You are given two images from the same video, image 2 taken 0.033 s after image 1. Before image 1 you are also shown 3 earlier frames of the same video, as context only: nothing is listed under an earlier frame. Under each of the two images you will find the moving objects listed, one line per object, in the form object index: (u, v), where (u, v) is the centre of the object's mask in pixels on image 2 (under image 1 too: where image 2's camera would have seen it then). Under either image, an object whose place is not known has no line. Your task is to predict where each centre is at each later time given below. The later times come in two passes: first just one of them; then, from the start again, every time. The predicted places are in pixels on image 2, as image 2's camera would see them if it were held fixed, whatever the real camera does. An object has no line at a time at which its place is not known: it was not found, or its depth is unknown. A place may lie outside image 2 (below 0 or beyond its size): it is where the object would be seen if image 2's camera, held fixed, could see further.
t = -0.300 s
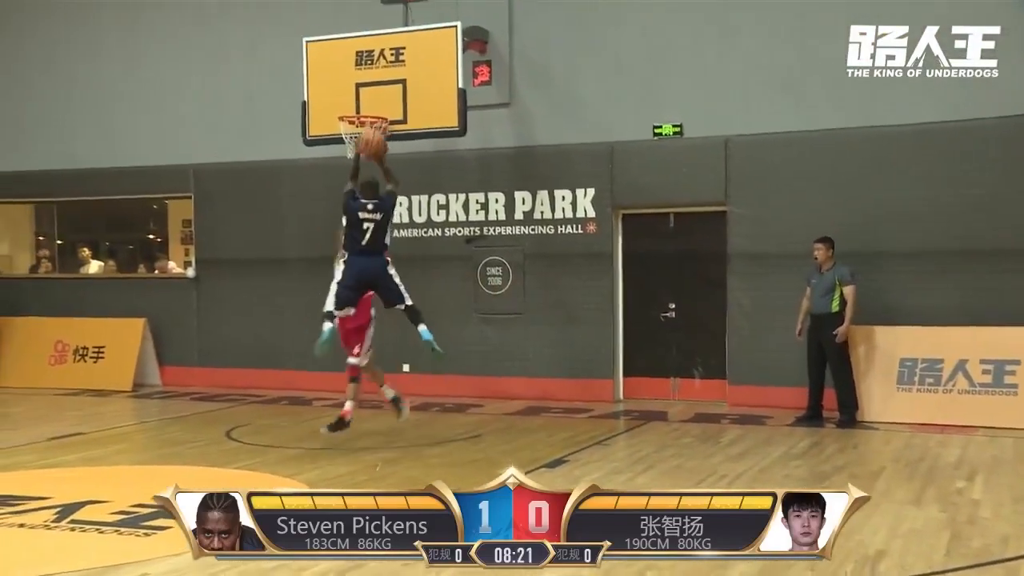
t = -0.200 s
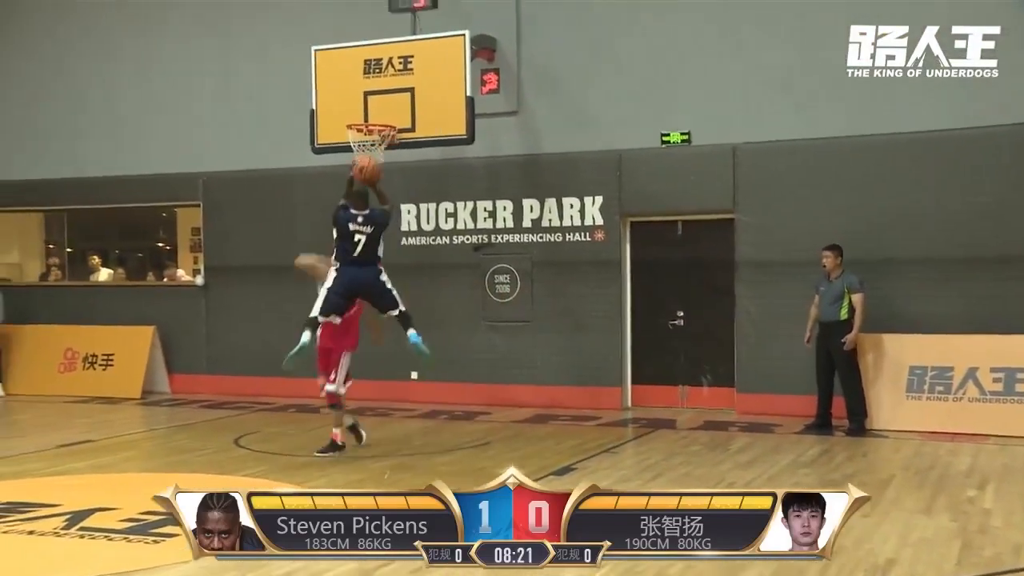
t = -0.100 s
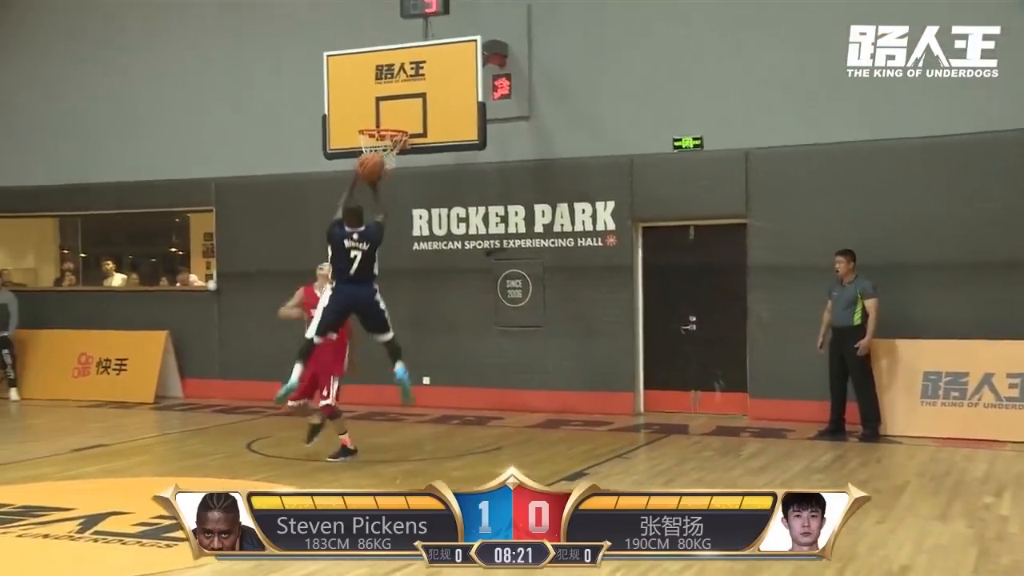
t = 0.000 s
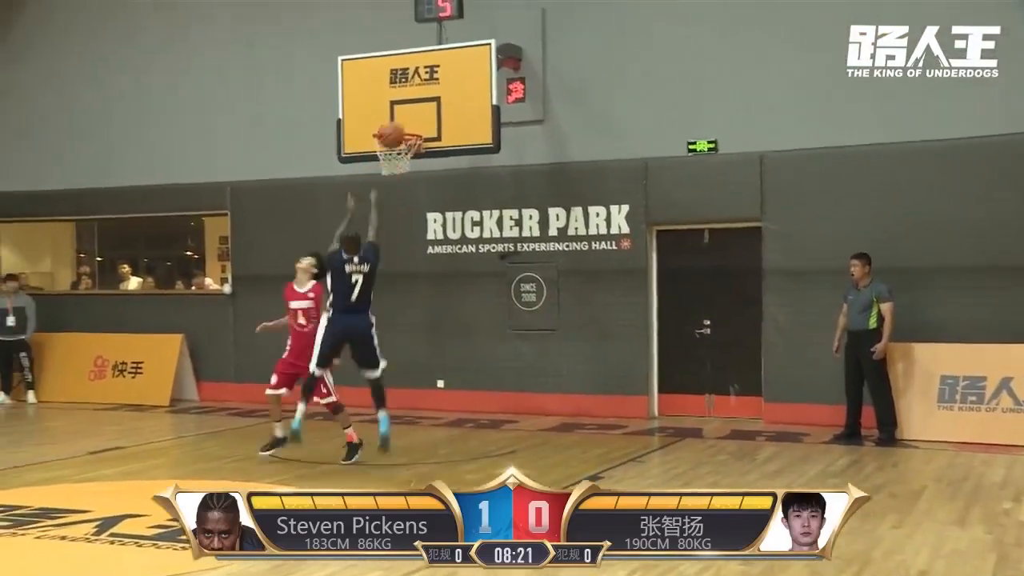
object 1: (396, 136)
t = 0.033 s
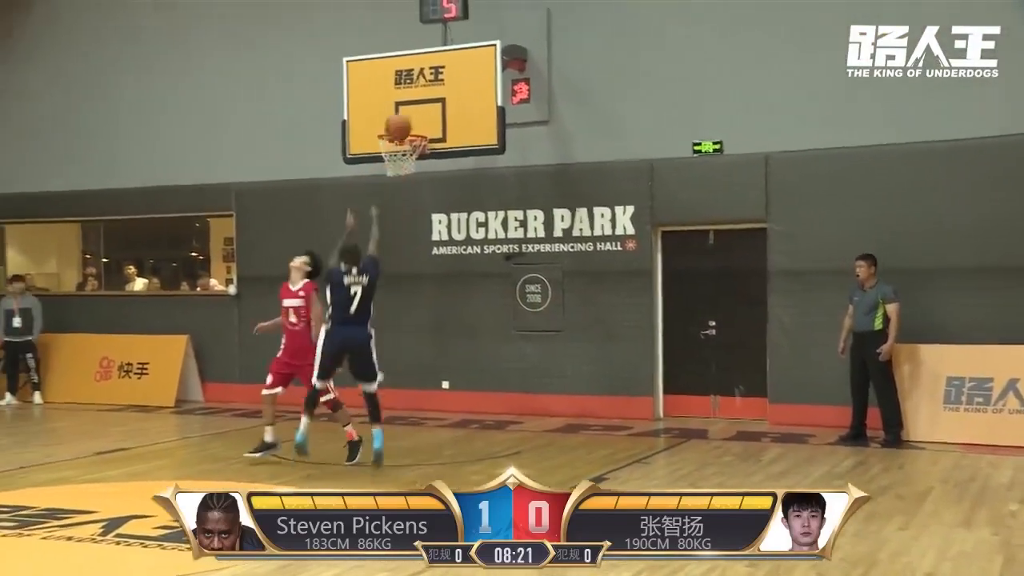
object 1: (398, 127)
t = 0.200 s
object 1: (408, 102)
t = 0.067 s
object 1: (400, 120)
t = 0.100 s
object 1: (402, 113)
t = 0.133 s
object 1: (404, 108)
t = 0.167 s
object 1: (407, 104)
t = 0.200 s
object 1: (408, 102)
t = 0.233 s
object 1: (411, 100)
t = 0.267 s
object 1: (413, 100)
